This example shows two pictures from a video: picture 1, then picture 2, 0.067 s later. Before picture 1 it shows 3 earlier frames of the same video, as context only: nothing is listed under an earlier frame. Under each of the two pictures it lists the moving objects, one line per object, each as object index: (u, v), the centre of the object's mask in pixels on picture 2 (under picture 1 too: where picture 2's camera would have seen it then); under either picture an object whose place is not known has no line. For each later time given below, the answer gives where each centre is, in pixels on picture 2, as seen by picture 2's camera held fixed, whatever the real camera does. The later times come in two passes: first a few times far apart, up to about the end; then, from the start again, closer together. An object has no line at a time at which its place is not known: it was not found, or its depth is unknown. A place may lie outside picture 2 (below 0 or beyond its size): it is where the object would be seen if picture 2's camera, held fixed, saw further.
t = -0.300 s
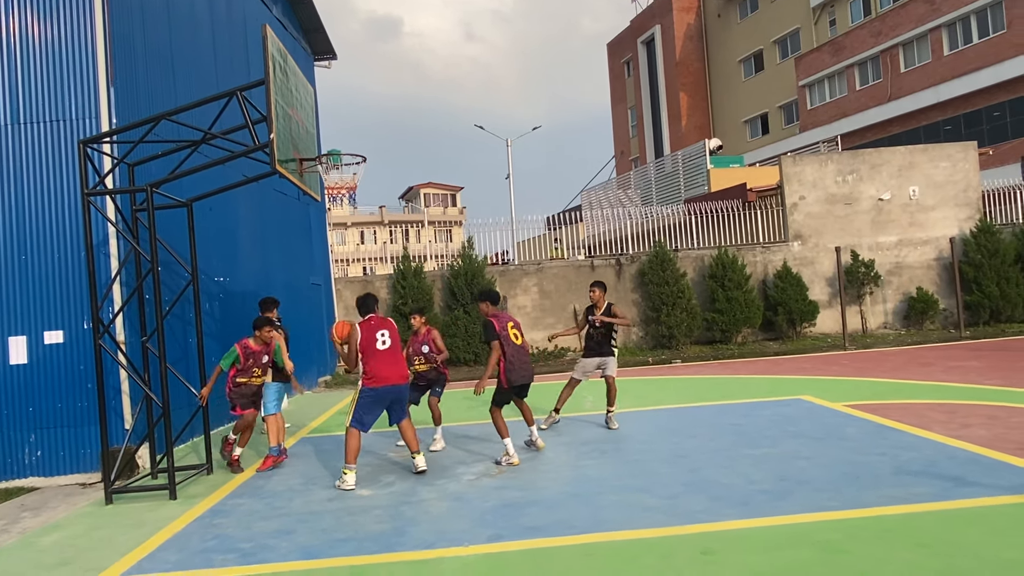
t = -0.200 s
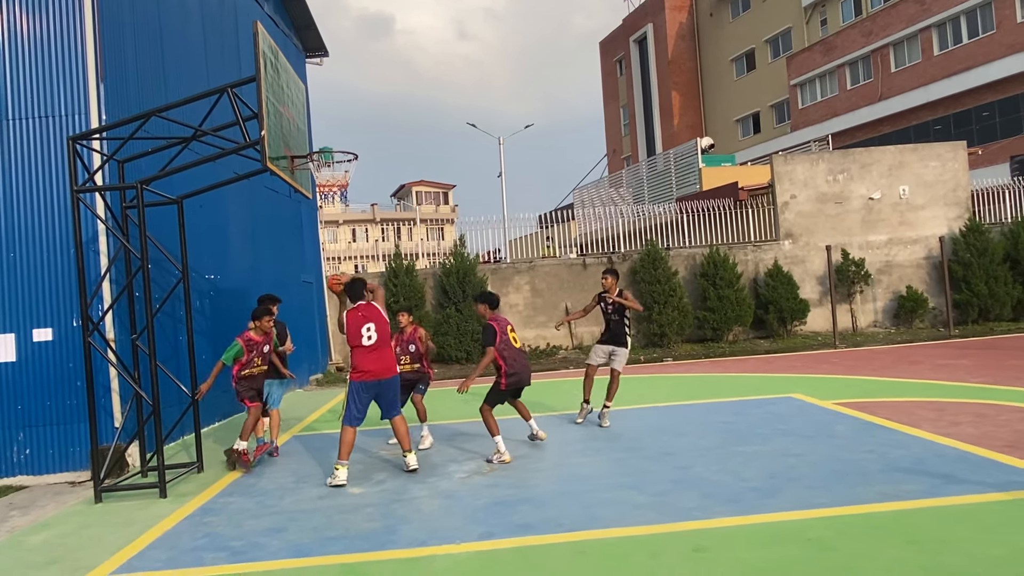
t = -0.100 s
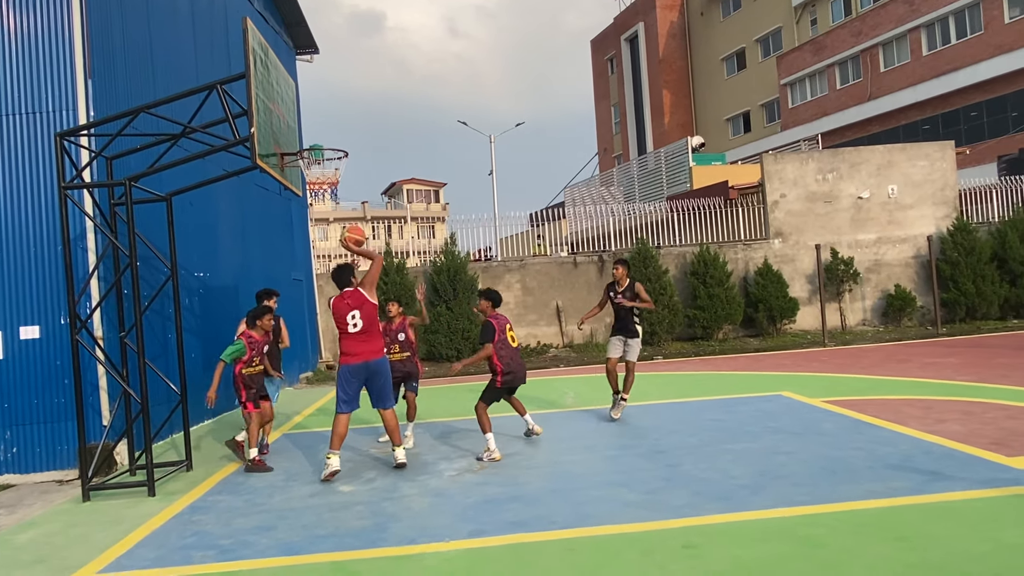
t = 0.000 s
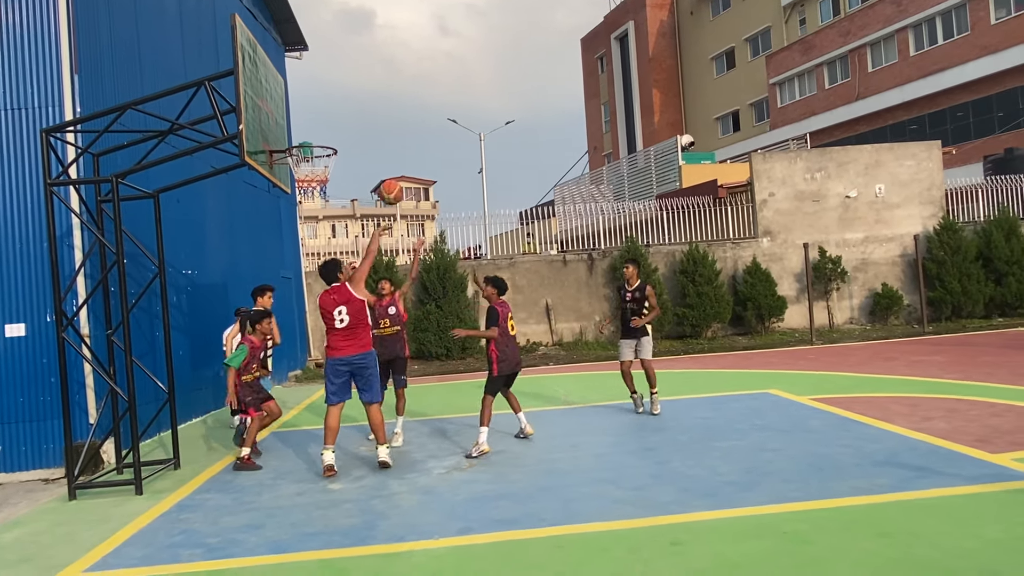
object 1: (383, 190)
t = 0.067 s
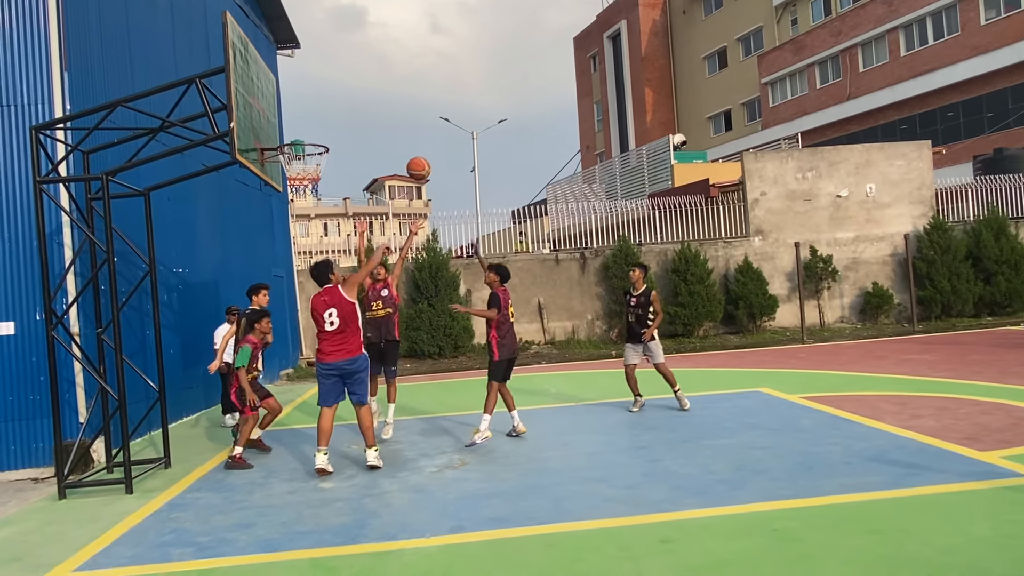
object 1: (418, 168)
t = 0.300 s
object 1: (535, 127)
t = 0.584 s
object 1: (664, 146)
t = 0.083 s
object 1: (427, 164)
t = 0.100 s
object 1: (436, 159)
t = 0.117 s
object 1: (444, 155)
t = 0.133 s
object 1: (452, 151)
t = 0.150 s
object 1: (461, 147)
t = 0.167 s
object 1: (469, 144)
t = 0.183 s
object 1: (478, 141)
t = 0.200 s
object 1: (486, 138)
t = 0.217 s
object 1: (494, 136)
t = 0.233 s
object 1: (502, 134)
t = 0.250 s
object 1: (511, 132)
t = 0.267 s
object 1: (519, 130)
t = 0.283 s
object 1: (527, 129)
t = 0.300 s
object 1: (535, 127)
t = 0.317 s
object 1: (543, 127)
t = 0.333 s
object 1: (551, 126)
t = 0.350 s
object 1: (559, 125)
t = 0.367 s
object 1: (567, 126)
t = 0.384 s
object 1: (574, 126)
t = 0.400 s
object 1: (582, 126)
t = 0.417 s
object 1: (590, 126)
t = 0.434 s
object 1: (597, 127)
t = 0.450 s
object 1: (605, 129)
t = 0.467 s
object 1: (613, 130)
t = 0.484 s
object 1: (620, 131)
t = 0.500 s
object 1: (627, 133)
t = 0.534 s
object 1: (642, 138)
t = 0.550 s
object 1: (650, 141)
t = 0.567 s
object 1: (657, 143)
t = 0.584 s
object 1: (664, 146)
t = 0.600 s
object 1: (672, 150)
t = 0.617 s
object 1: (680, 153)
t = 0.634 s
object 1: (687, 157)
